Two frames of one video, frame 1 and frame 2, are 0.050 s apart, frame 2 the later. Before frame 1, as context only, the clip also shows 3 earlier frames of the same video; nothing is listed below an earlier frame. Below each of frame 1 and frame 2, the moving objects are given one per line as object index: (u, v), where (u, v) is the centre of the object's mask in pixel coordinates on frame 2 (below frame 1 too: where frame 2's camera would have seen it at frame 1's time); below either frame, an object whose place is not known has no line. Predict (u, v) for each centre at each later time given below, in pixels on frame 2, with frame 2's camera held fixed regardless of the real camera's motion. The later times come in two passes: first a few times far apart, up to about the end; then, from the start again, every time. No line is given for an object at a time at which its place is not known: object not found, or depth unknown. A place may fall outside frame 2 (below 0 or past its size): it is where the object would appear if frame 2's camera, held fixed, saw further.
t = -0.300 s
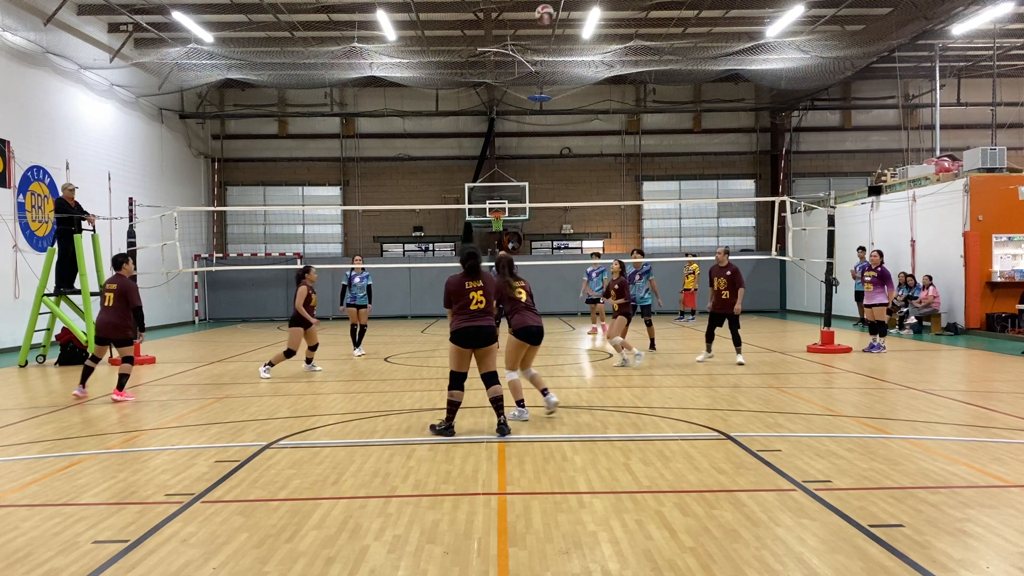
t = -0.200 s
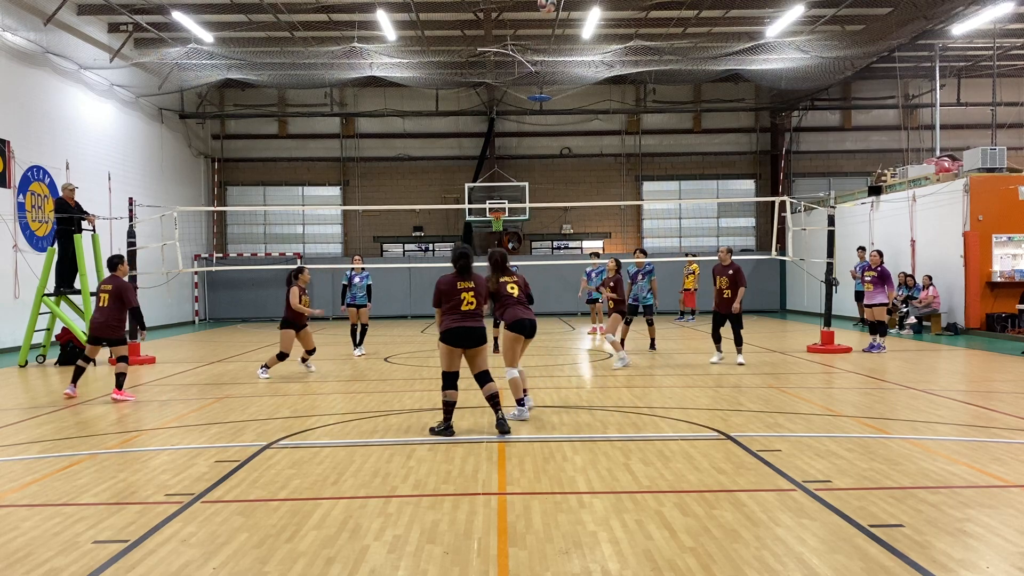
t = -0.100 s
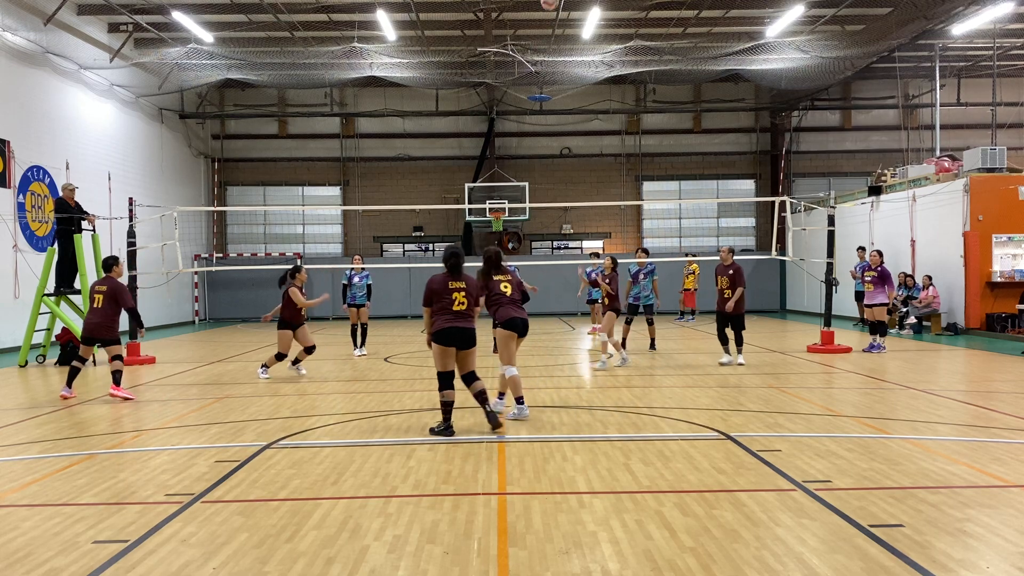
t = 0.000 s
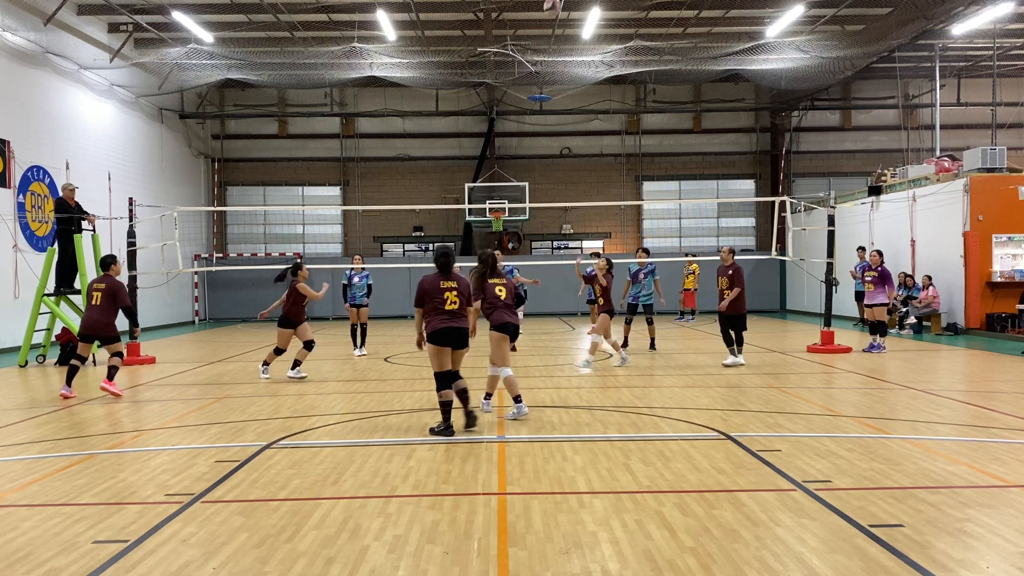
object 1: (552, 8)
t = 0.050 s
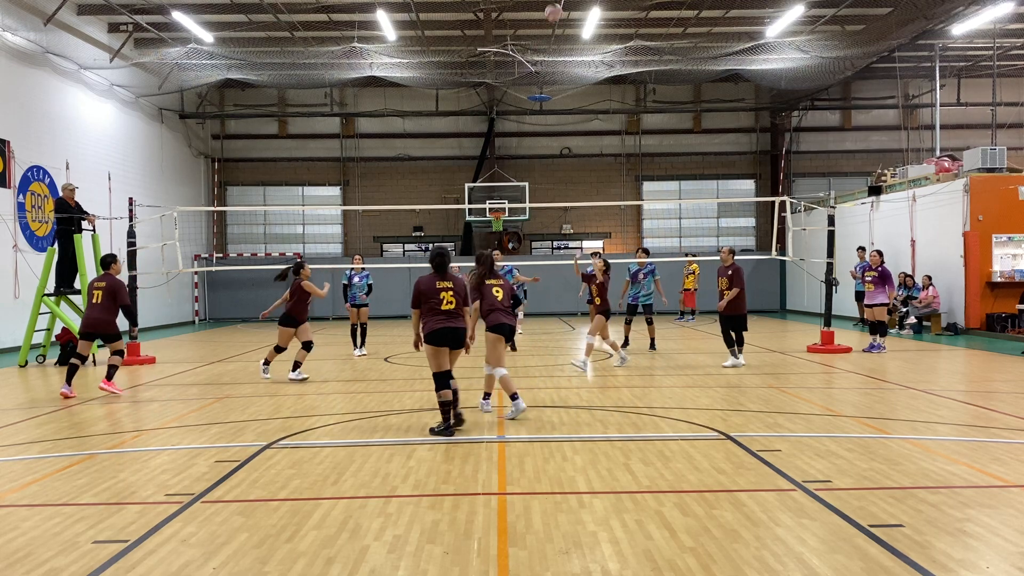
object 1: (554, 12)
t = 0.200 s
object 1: (558, 41)
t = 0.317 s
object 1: (561, 75)
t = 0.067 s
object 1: (554, 15)
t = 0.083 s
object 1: (555, 18)
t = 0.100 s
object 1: (555, 21)
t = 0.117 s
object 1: (556, 23)
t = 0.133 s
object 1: (556, 27)
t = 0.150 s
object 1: (556, 30)
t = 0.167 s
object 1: (556, 33)
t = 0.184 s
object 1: (558, 37)
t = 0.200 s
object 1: (558, 41)
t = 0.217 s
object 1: (558, 45)
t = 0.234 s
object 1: (558, 49)
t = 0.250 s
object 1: (559, 53)
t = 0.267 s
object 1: (560, 59)
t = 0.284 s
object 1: (560, 63)
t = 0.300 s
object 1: (561, 69)
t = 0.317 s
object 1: (561, 75)
